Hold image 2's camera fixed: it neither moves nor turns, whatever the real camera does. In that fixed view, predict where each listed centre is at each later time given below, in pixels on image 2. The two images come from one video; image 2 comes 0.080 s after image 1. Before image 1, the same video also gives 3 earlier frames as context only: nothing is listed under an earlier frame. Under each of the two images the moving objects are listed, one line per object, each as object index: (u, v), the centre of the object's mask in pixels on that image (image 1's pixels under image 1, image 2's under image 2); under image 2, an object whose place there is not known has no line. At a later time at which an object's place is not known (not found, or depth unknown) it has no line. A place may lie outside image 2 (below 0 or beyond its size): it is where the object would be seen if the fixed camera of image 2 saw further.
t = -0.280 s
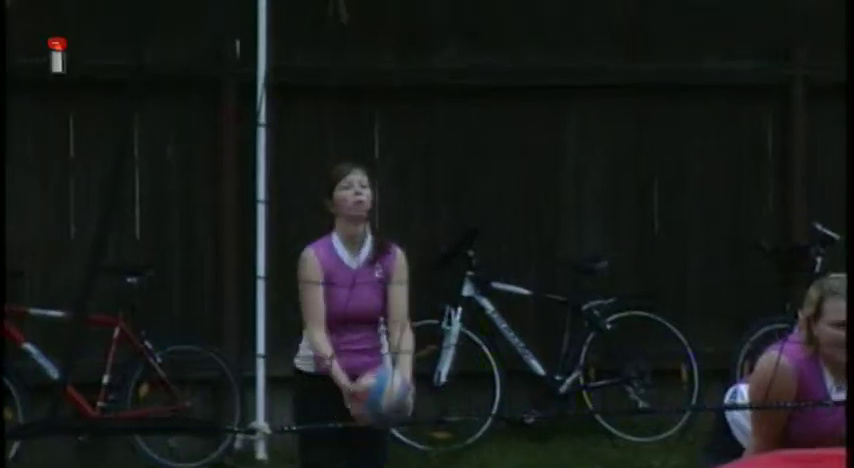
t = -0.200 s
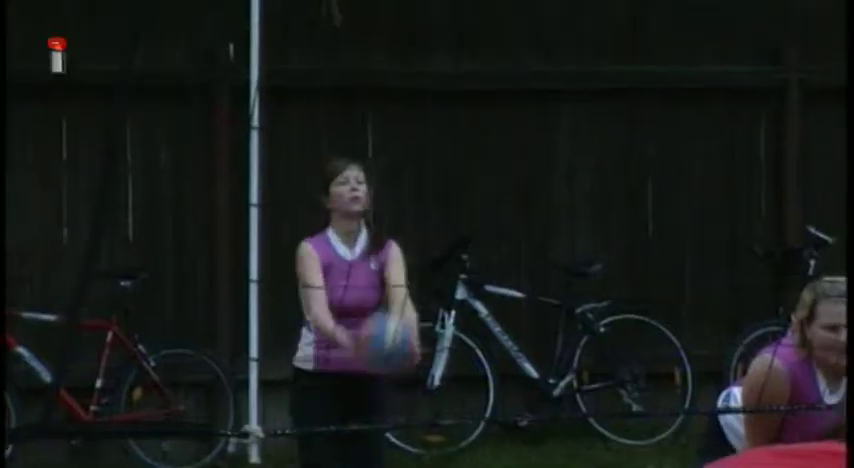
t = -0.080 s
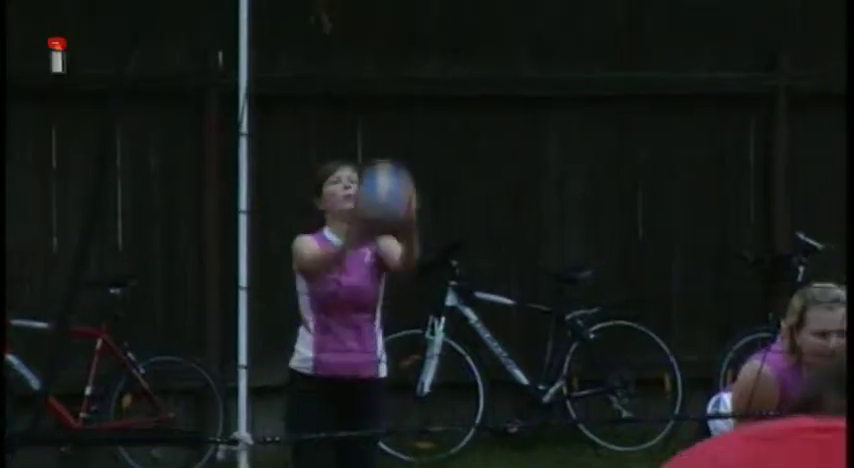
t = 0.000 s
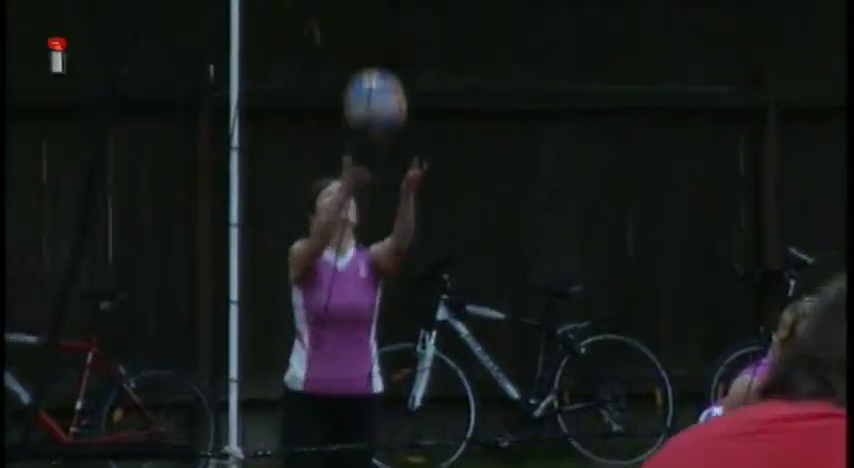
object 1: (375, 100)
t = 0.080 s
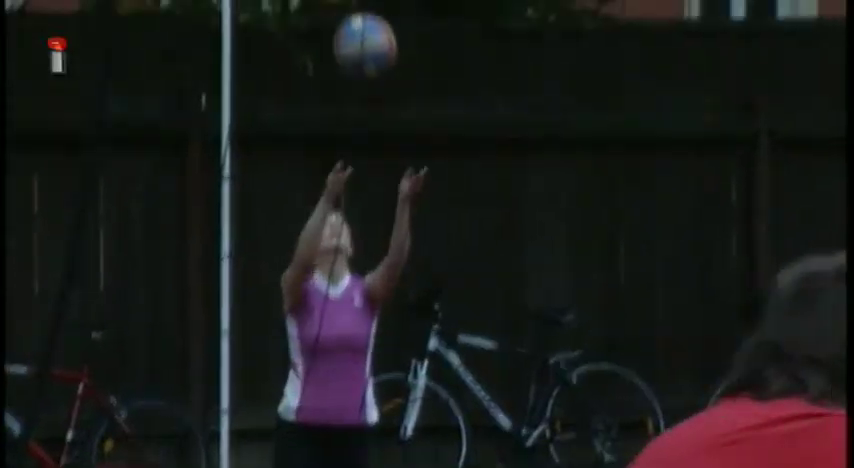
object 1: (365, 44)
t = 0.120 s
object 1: (364, 8)
